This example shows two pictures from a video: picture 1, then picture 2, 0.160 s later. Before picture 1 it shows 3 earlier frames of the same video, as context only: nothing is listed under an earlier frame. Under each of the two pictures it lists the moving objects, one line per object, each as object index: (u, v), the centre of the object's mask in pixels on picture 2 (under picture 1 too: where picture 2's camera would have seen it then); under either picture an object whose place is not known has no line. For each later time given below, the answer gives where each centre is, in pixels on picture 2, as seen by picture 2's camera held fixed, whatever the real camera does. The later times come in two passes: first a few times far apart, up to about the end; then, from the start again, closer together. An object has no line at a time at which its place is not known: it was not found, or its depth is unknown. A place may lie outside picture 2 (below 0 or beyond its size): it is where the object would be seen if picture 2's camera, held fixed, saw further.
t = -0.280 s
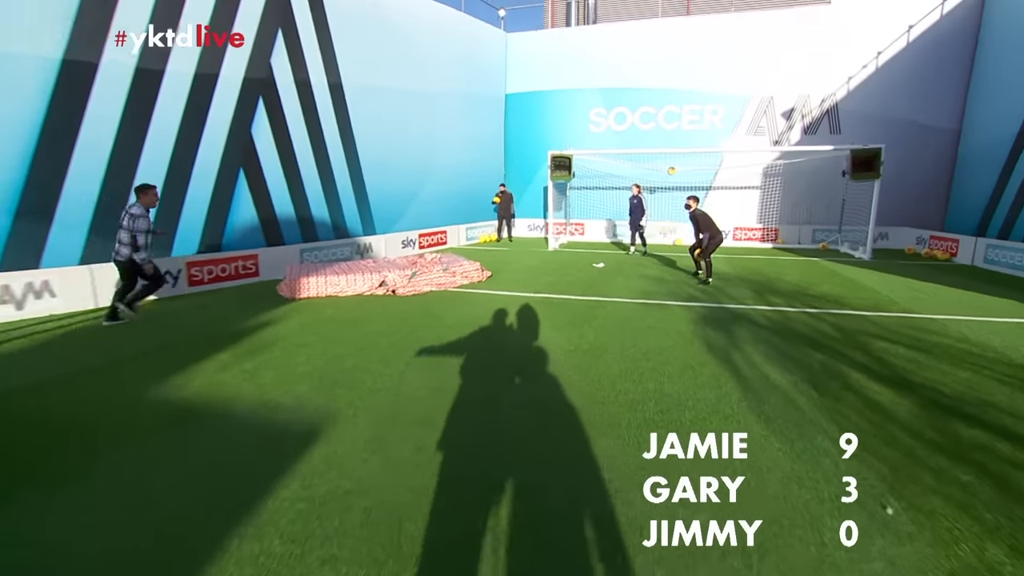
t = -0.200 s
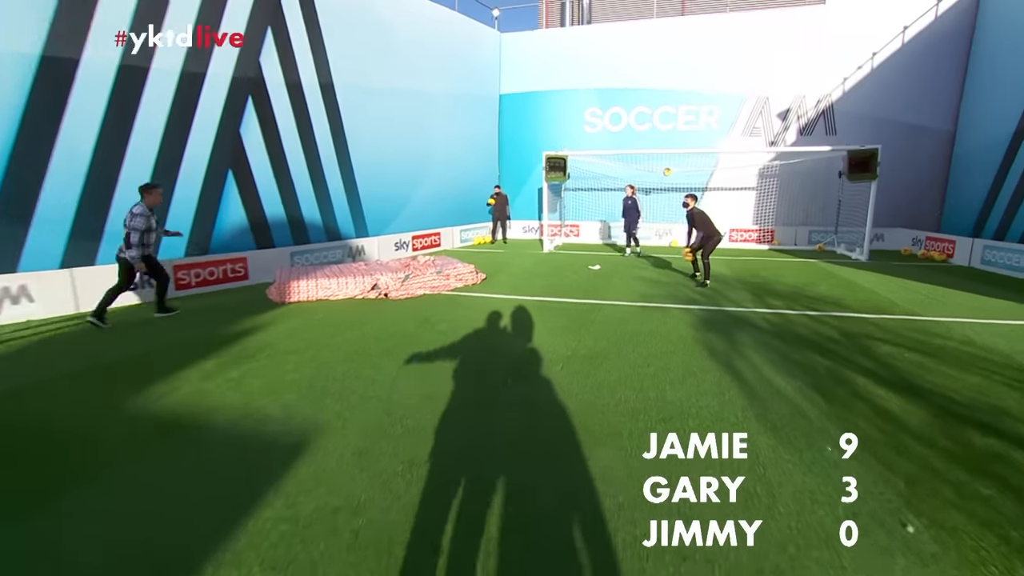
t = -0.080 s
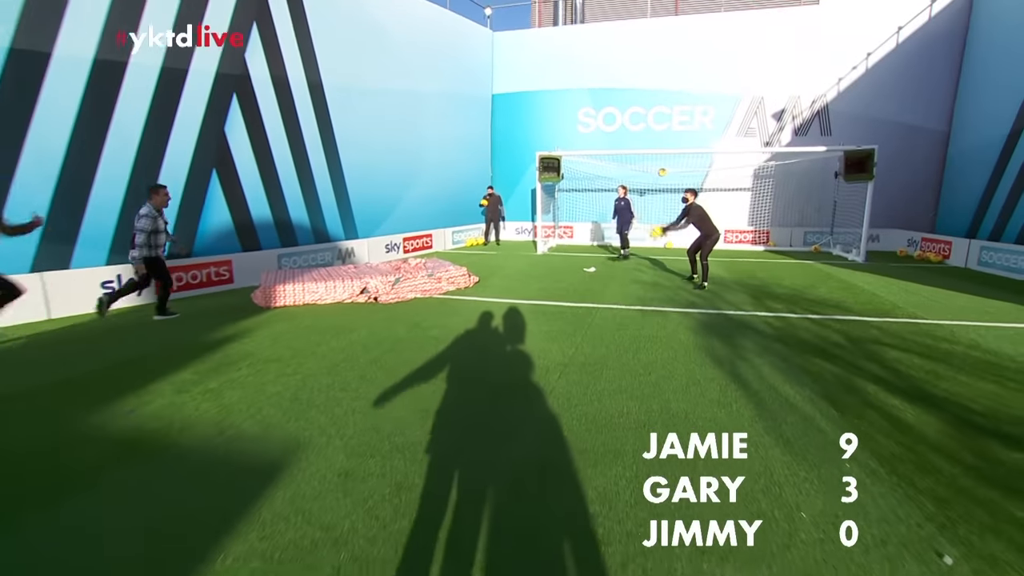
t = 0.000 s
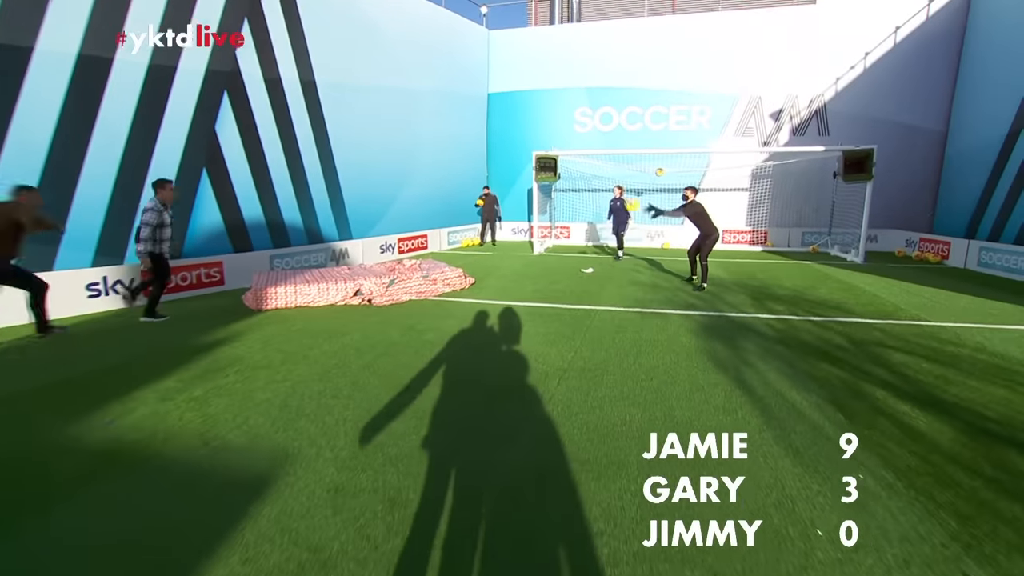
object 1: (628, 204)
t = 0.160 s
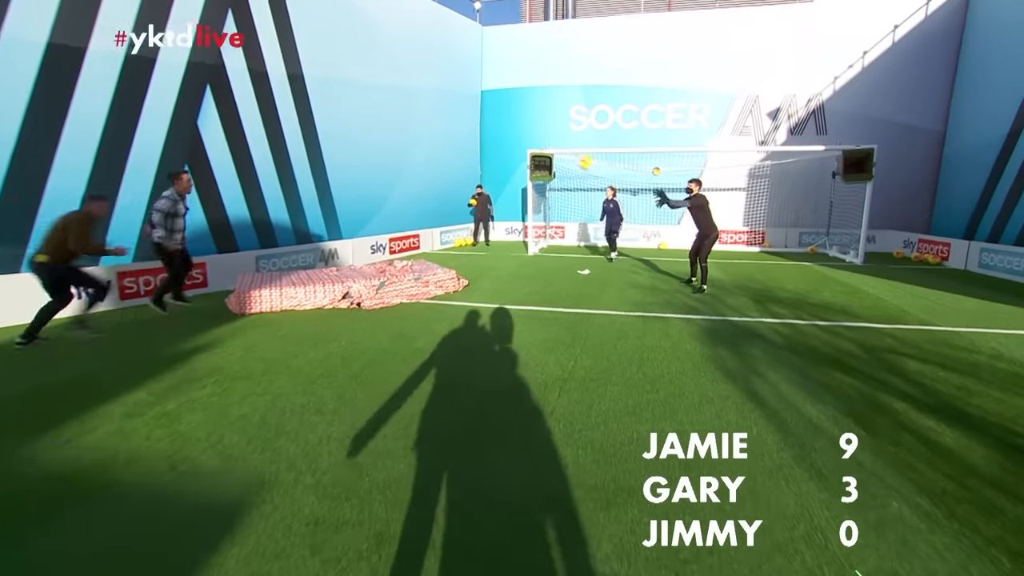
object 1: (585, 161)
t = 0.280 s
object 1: (550, 139)
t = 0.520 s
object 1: (475, 123)
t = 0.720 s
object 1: (412, 144)
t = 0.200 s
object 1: (574, 154)
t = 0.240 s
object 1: (561, 146)
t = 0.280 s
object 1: (550, 139)
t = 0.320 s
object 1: (538, 133)
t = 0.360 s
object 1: (526, 129)
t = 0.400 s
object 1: (513, 126)
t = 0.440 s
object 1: (501, 124)
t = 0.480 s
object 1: (488, 123)
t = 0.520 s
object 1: (475, 123)
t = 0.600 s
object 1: (449, 128)
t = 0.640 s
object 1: (436, 132)
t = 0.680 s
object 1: (423, 137)
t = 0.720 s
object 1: (412, 144)
